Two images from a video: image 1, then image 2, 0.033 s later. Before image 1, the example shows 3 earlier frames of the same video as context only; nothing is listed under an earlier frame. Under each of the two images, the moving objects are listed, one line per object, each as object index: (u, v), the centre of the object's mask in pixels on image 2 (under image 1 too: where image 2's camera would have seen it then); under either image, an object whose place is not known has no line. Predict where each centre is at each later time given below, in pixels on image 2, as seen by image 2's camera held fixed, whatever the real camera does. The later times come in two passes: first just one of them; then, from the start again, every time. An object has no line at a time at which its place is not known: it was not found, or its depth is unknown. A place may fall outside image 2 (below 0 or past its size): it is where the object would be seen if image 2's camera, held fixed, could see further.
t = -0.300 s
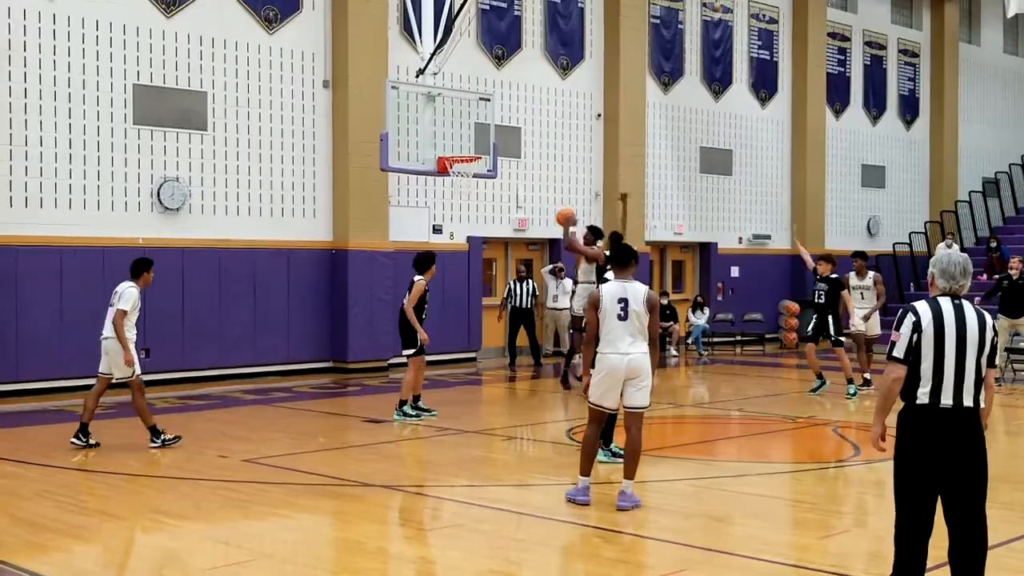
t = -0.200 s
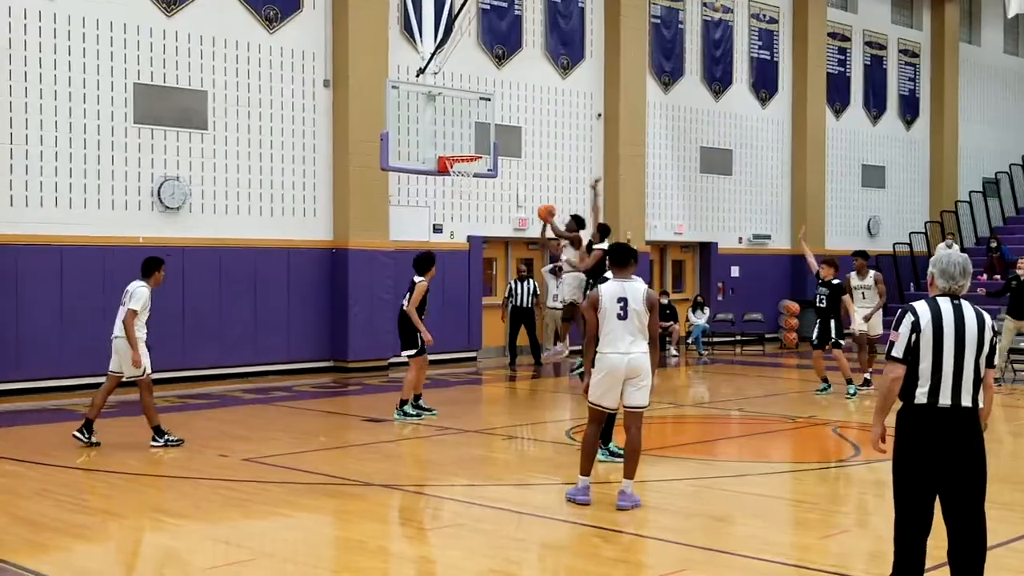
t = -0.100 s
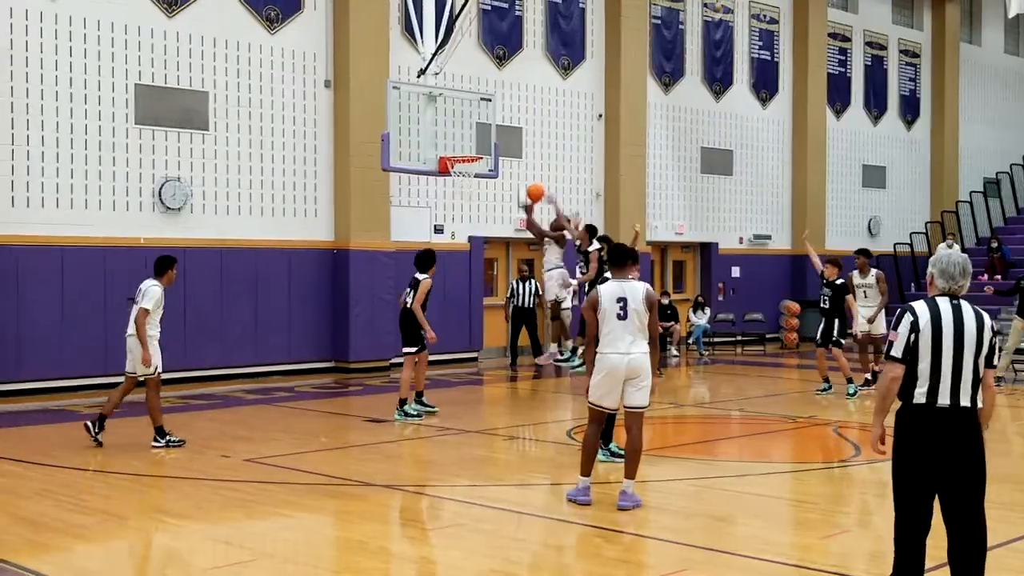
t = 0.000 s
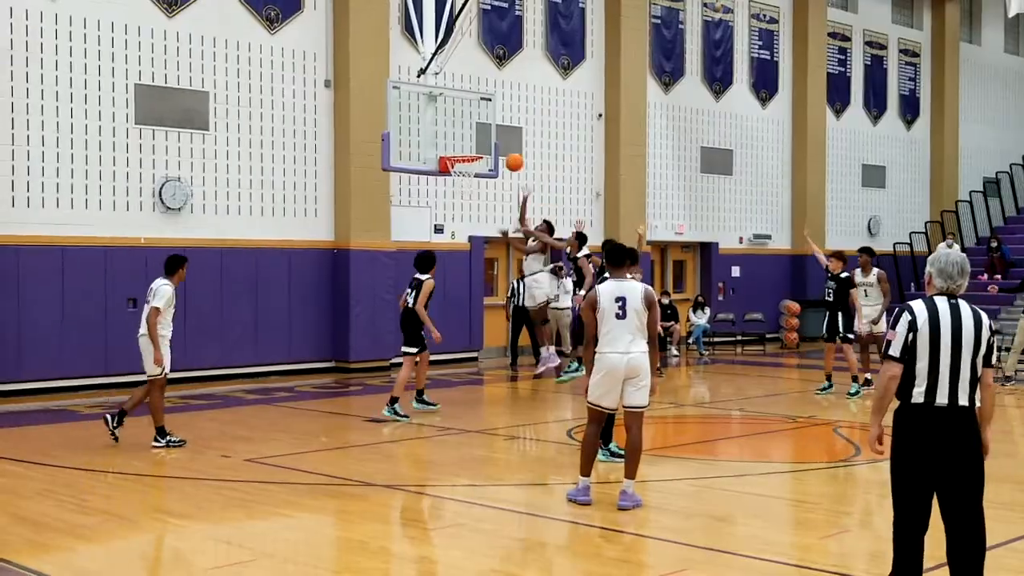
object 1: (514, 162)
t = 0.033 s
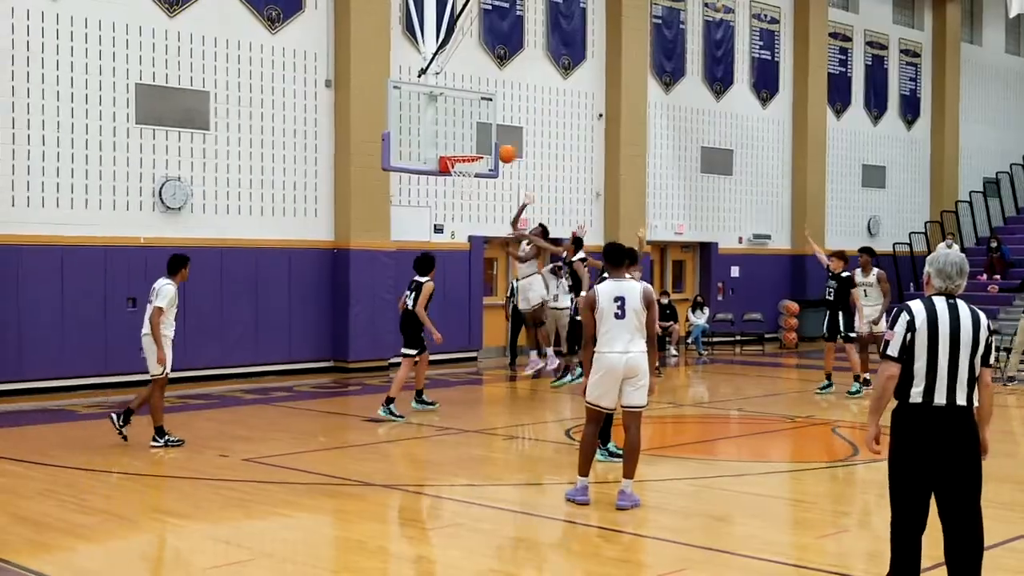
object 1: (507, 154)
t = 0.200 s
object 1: (476, 126)
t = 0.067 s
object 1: (499, 146)
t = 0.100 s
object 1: (493, 140)
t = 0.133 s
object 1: (485, 134)
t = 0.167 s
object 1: (478, 129)
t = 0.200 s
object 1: (476, 126)
